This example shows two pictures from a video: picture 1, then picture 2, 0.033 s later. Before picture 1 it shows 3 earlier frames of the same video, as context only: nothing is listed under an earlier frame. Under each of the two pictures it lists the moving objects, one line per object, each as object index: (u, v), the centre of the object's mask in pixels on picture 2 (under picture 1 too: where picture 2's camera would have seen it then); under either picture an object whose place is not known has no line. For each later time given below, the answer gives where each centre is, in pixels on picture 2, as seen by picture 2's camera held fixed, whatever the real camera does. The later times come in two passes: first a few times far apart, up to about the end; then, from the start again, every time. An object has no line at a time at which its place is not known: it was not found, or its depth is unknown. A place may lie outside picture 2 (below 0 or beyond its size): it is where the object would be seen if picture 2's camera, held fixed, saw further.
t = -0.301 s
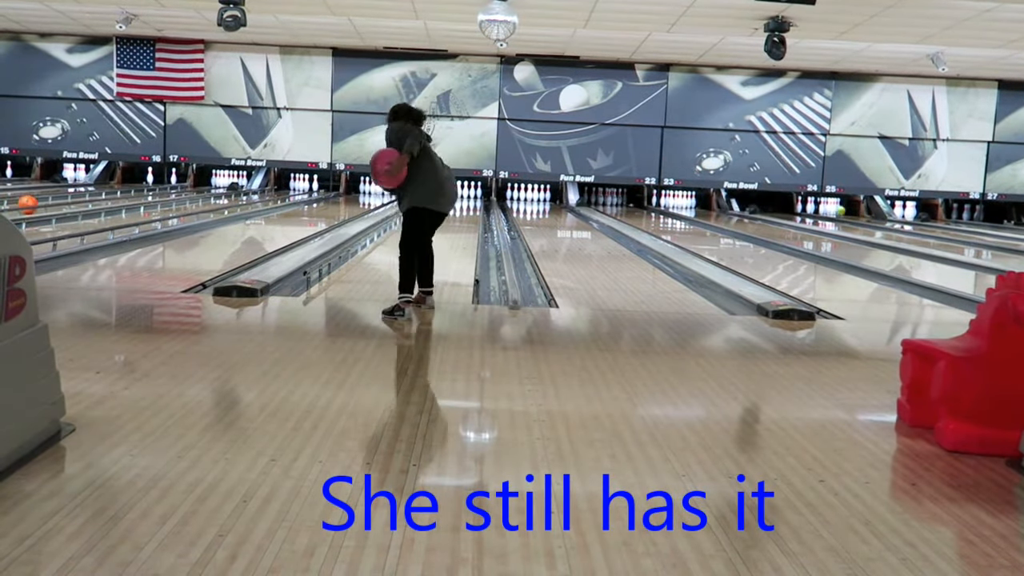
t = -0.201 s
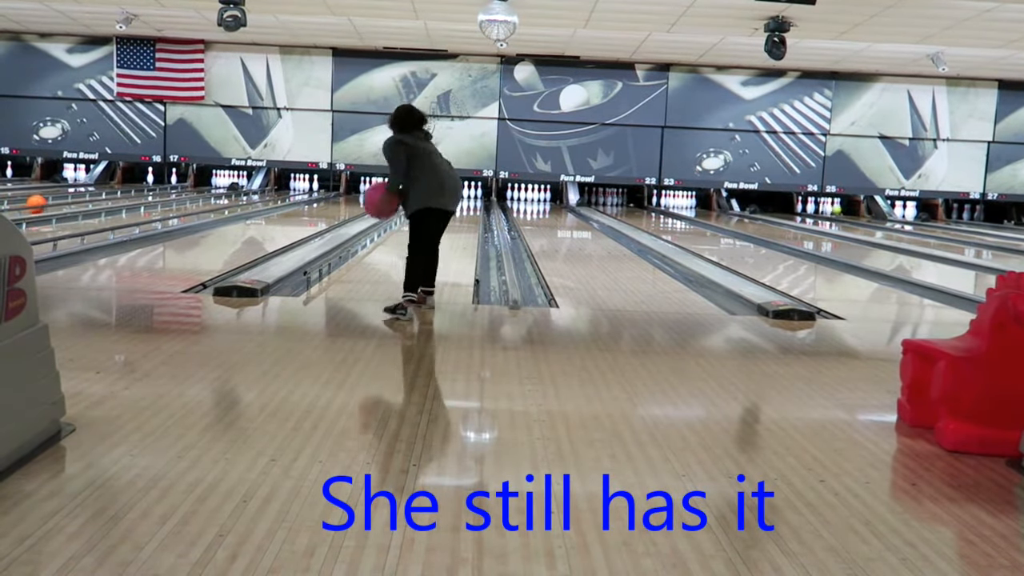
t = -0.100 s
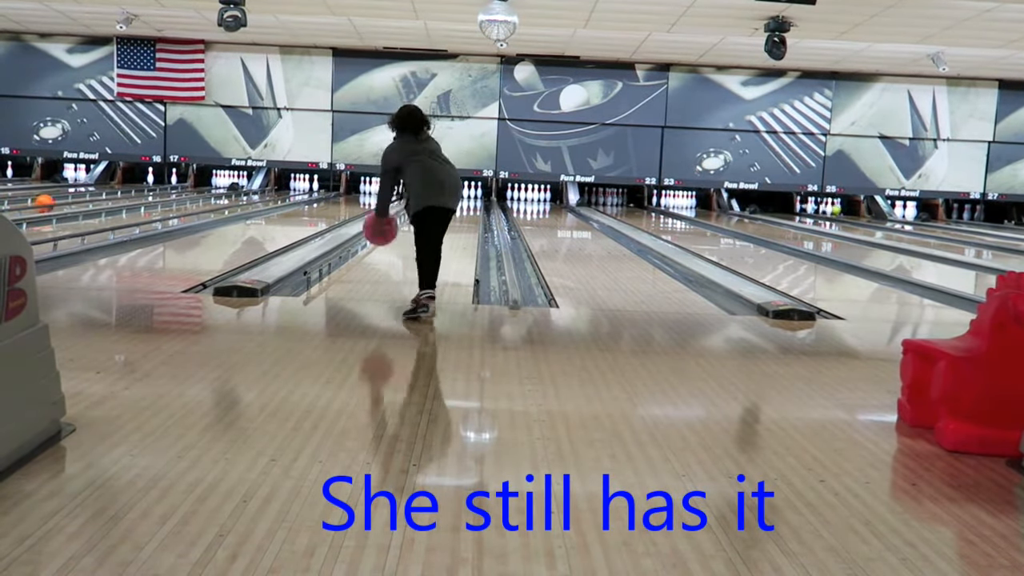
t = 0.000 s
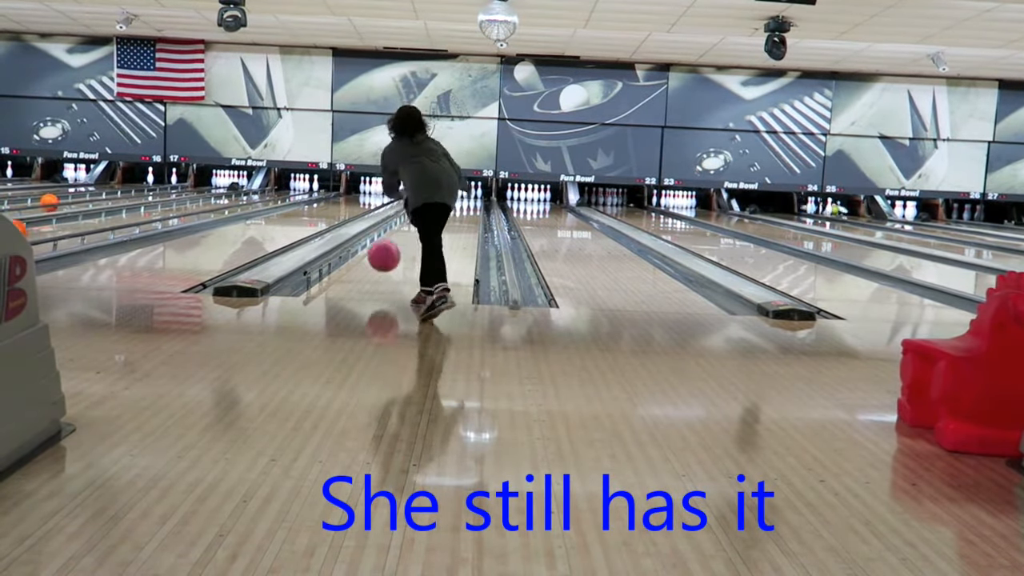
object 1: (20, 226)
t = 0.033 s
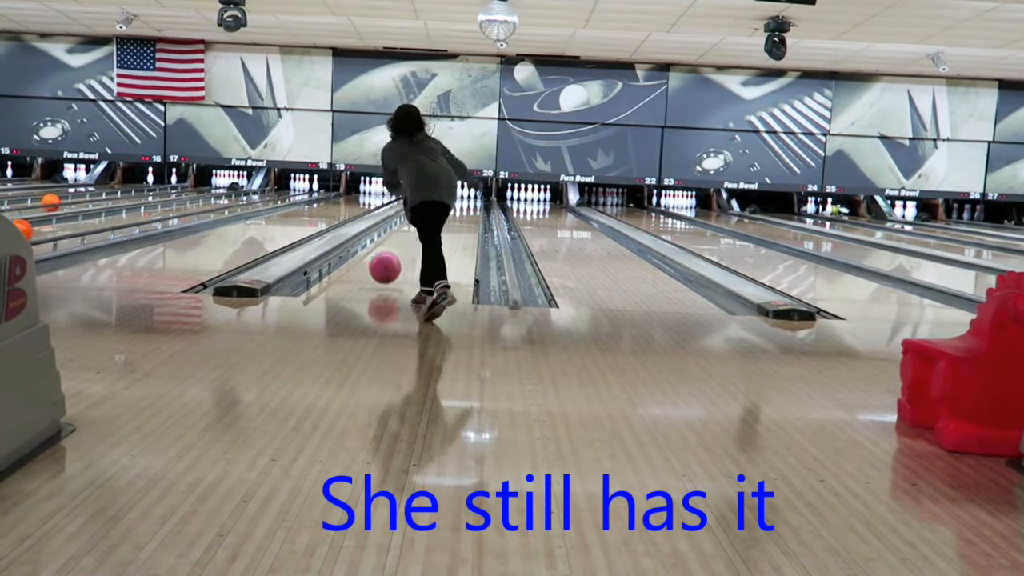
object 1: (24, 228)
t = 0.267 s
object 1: (56, 225)
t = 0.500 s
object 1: (87, 221)
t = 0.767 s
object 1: (116, 216)
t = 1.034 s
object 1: (141, 213)
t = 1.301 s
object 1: (163, 209)
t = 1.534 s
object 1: (180, 207)
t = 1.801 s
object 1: (196, 205)
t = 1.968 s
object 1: (205, 203)
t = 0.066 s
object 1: (28, 229)
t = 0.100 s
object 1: (31, 229)
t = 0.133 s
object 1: (35, 229)
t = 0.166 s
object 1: (41, 228)
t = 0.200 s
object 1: (46, 227)
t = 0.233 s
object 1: (51, 226)
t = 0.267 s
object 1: (56, 225)
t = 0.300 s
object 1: (60, 225)
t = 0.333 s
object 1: (65, 224)
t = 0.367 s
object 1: (70, 223)
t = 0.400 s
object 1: (74, 222)
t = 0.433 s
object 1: (78, 222)
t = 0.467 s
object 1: (83, 221)
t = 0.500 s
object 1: (87, 221)
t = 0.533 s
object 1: (90, 220)
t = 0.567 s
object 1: (95, 220)
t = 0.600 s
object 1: (98, 219)
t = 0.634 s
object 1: (102, 218)
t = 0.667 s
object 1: (106, 218)
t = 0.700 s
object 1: (109, 217)
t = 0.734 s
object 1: (113, 217)
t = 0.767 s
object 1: (116, 216)
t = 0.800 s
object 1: (120, 215)
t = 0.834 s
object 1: (123, 215)
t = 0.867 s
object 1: (126, 215)
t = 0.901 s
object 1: (129, 214)
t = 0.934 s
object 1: (133, 214)
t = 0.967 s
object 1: (136, 213)
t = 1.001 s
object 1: (139, 213)
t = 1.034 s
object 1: (141, 213)
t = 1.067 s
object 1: (144, 212)
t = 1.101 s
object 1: (147, 212)
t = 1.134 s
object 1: (150, 211)
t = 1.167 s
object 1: (152, 211)
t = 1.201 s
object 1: (155, 211)
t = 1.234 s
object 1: (158, 210)
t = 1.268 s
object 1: (161, 210)
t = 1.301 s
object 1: (163, 209)
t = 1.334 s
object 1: (166, 209)
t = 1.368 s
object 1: (168, 209)
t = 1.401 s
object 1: (170, 208)
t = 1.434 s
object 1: (172, 208)
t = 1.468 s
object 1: (175, 208)
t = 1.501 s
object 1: (178, 207)
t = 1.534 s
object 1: (180, 207)
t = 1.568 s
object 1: (182, 207)
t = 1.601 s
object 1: (183, 206)
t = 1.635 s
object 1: (186, 206)
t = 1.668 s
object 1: (188, 206)
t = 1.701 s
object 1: (190, 205)
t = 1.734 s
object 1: (193, 205)
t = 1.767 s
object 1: (194, 205)
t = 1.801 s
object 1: (196, 205)
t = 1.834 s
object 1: (198, 204)
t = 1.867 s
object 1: (200, 204)
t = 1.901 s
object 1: (202, 203)
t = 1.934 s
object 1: (204, 203)
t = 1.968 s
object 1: (205, 203)
